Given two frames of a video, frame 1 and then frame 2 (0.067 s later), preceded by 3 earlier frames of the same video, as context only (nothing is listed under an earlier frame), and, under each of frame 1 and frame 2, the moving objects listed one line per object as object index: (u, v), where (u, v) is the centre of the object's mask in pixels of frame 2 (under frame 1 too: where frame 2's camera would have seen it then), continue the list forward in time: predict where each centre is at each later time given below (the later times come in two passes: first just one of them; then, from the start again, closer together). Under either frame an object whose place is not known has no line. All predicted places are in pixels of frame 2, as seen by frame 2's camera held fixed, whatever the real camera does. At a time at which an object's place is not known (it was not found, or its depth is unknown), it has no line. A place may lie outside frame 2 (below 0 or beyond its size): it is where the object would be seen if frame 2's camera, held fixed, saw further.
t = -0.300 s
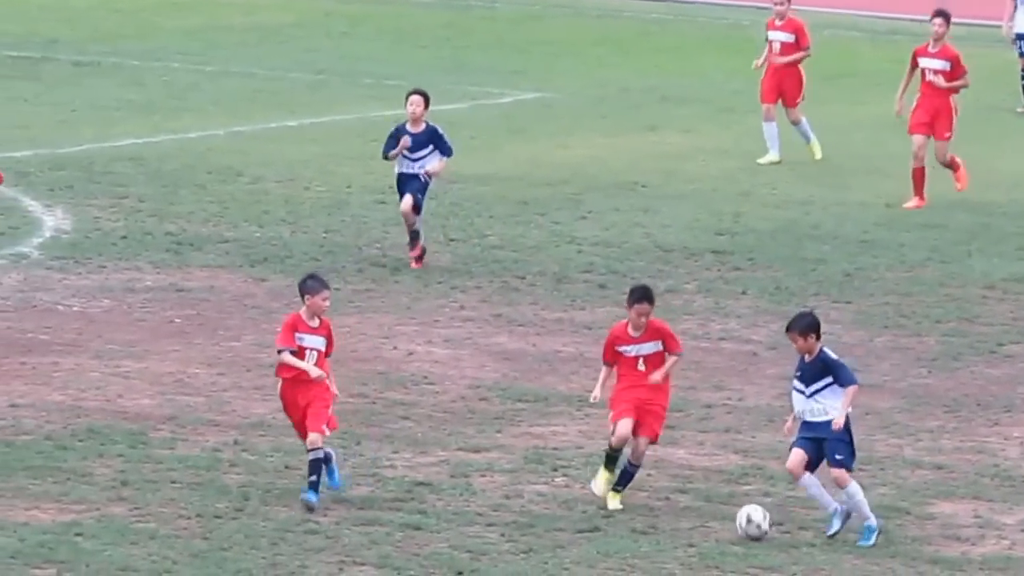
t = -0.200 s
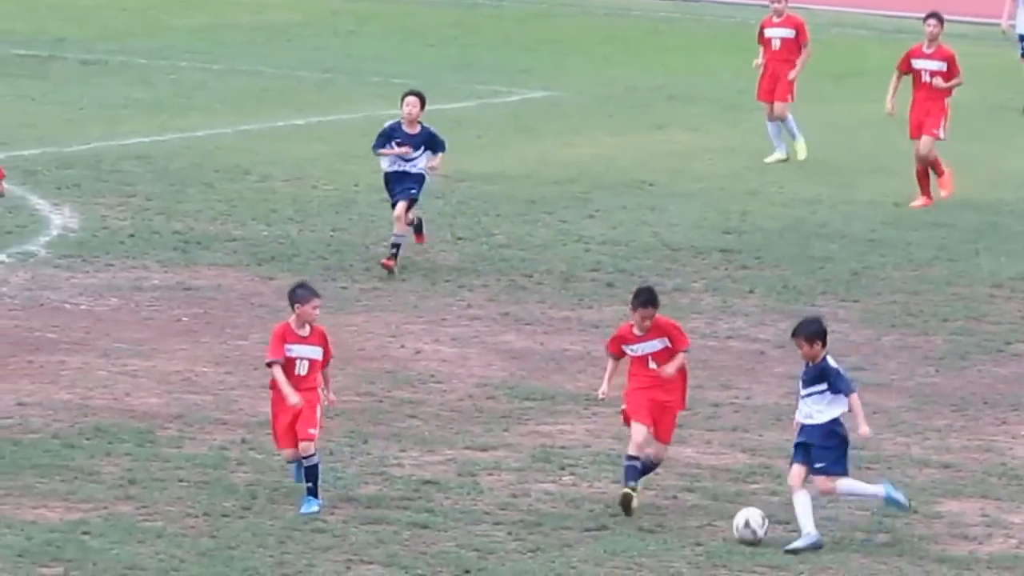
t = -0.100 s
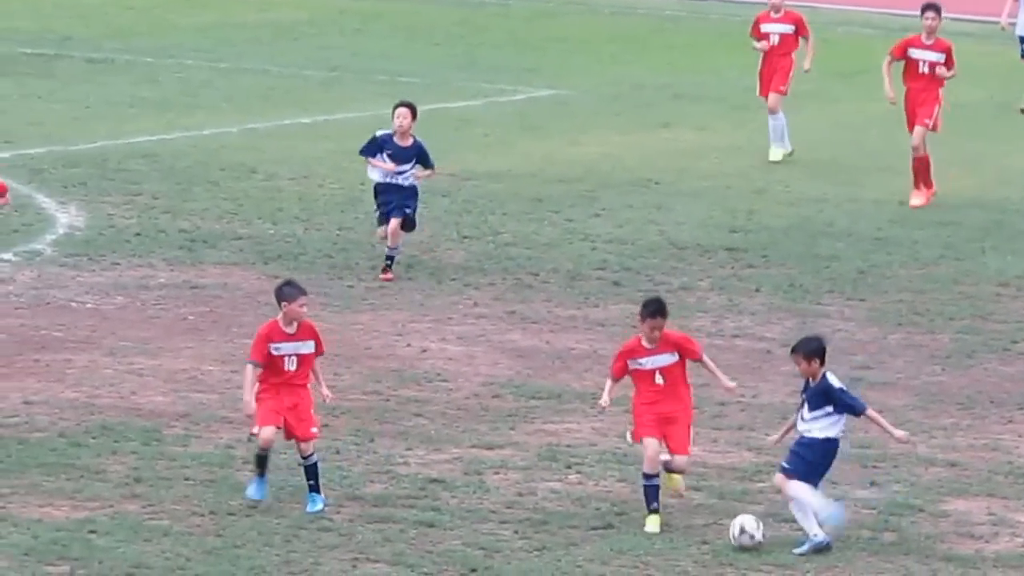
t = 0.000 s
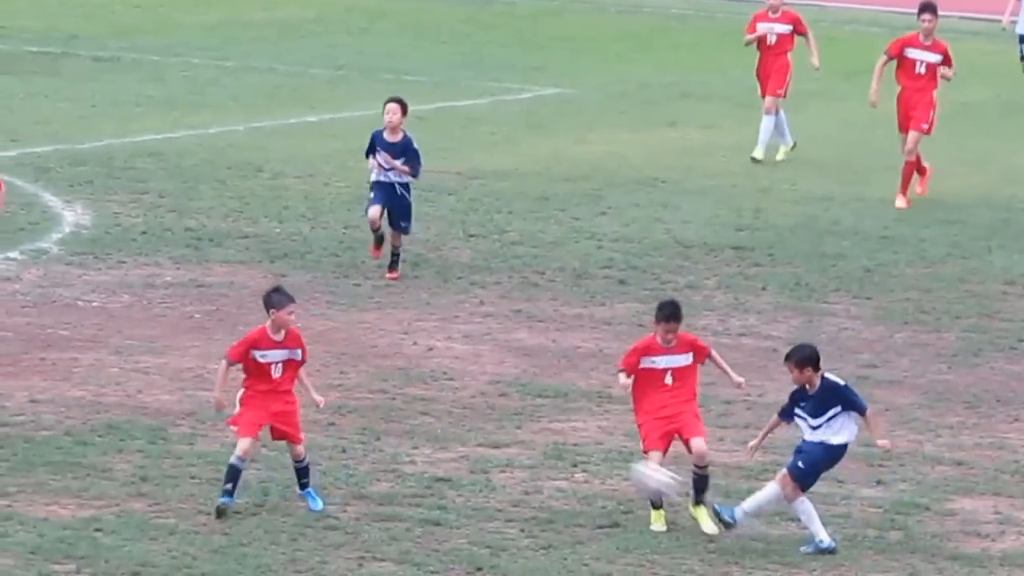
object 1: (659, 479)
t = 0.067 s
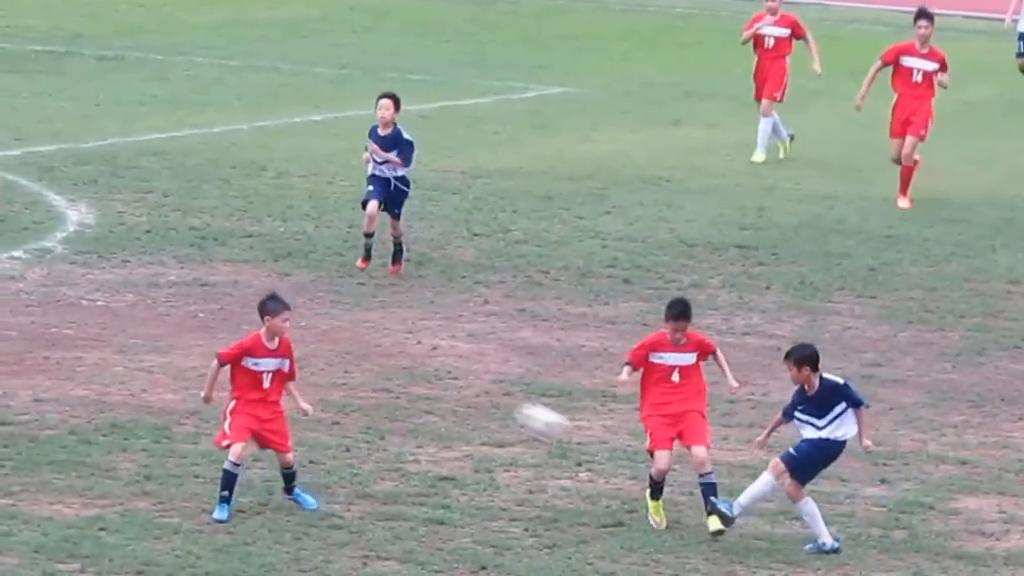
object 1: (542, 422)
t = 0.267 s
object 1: (200, 298)
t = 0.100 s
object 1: (484, 395)
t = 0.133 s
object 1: (428, 372)
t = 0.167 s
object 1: (370, 352)
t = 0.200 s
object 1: (312, 333)
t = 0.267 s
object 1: (200, 298)
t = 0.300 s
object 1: (145, 283)
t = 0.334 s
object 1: (88, 273)
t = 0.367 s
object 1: (33, 260)
